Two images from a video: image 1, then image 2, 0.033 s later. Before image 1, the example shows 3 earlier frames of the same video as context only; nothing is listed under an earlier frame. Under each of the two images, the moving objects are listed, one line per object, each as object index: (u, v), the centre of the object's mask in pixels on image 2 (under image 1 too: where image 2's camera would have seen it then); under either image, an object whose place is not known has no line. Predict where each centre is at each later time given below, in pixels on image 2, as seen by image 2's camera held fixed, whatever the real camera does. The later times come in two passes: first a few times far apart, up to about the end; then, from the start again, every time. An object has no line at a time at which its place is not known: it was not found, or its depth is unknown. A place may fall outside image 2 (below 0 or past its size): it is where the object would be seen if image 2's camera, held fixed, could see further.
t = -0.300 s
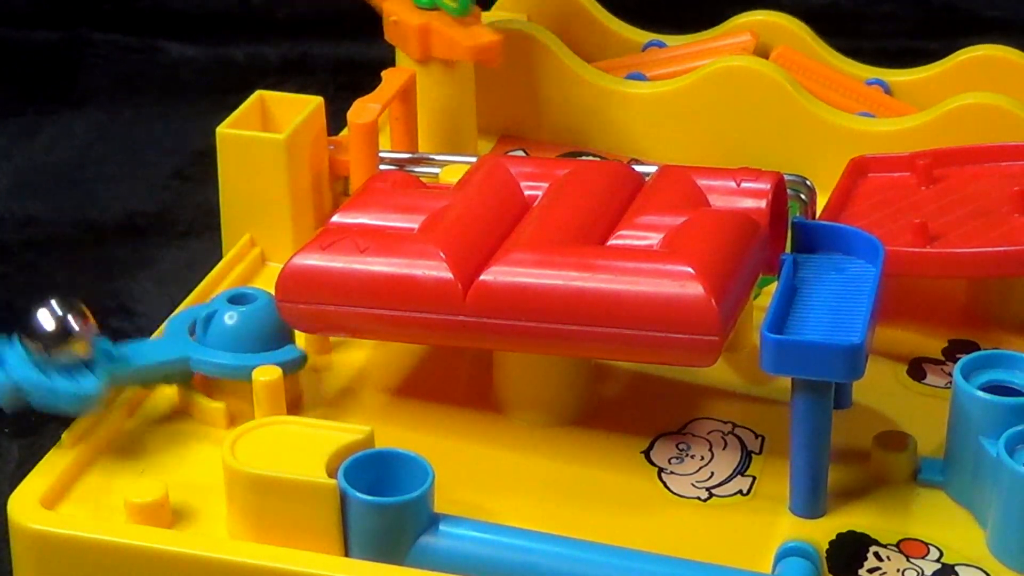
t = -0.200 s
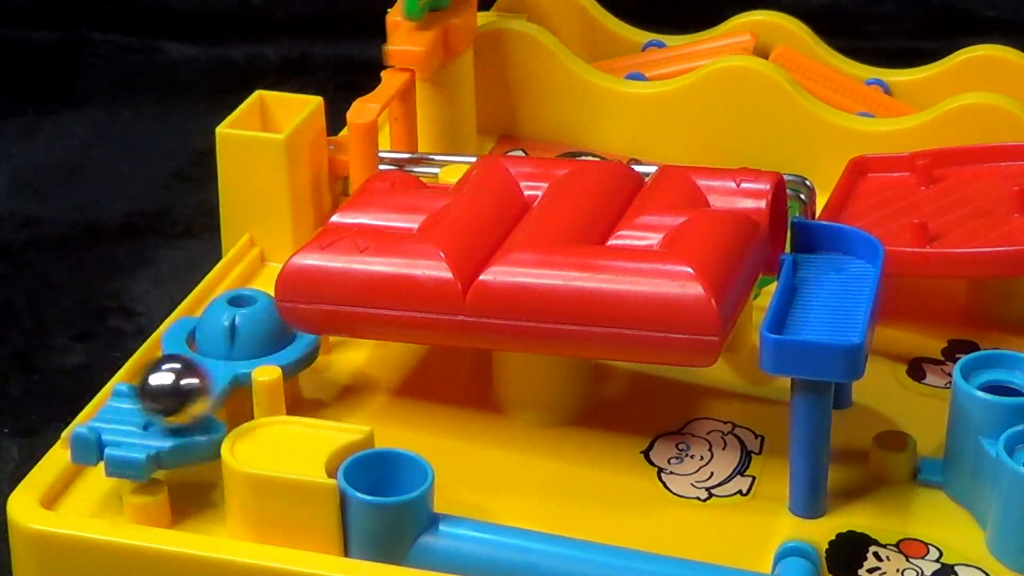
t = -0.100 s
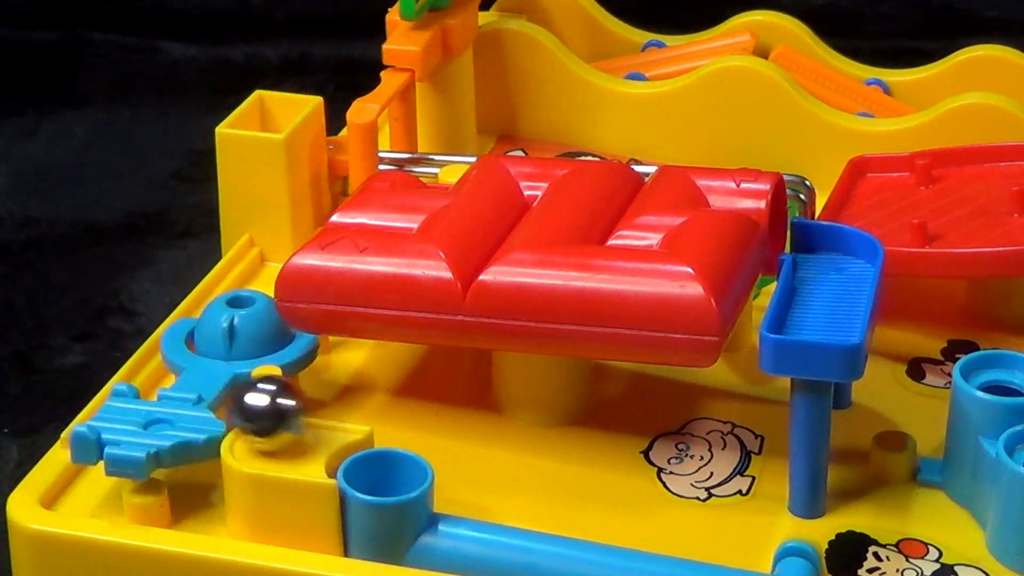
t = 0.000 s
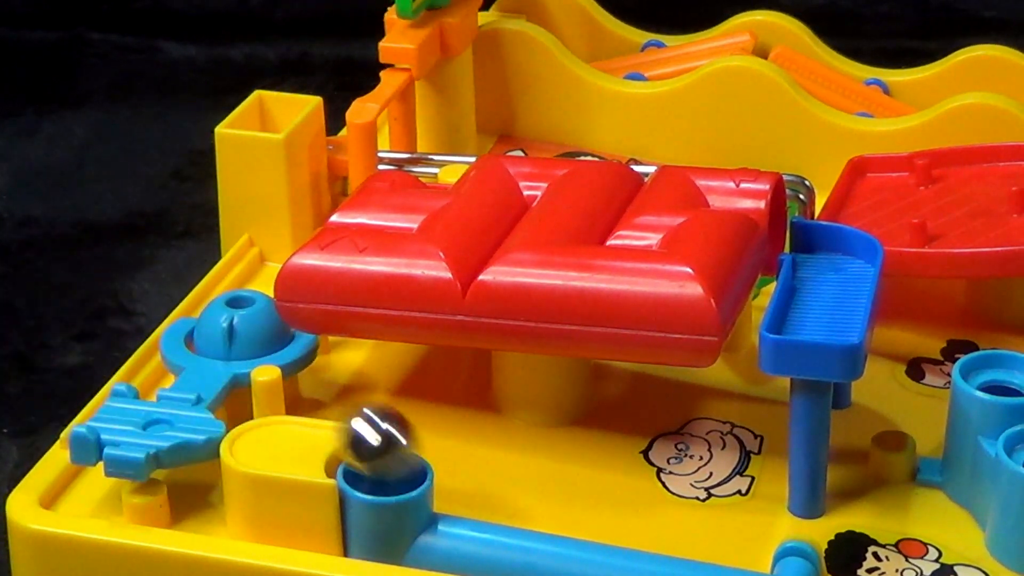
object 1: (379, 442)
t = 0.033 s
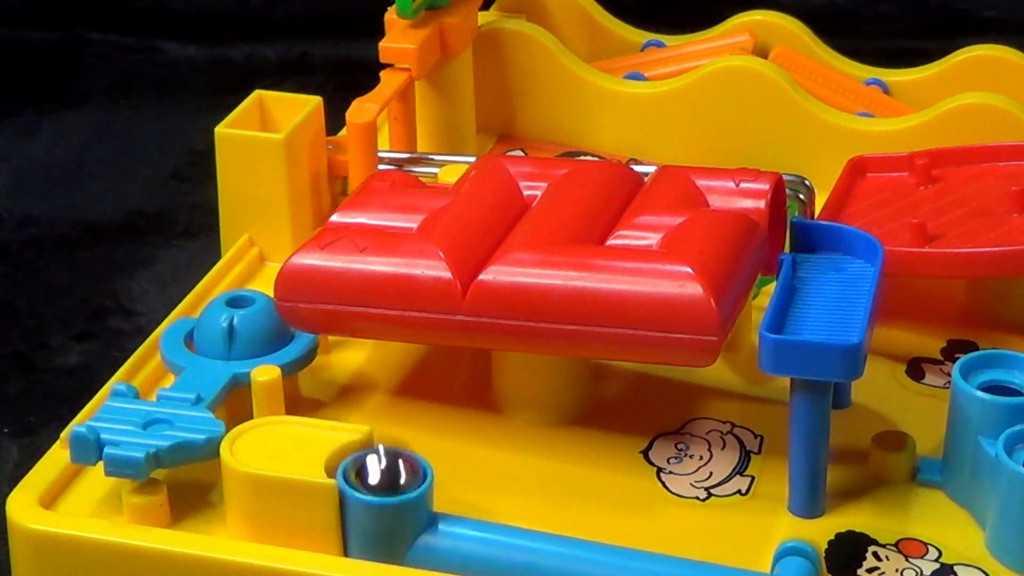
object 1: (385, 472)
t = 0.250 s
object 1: (387, 479)
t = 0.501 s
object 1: (387, 479)
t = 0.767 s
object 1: (387, 479)
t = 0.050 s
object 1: (380, 480)
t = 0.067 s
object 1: (385, 479)
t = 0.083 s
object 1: (386, 477)
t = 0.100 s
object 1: (386, 477)
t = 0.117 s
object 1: (386, 478)
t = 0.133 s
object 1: (386, 479)
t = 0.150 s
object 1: (386, 479)
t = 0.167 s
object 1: (386, 478)
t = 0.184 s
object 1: (387, 478)
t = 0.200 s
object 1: (386, 478)
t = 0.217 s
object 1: (386, 478)
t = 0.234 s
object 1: (386, 478)
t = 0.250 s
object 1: (387, 479)
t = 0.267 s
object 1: (387, 479)
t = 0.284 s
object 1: (387, 479)
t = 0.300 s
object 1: (387, 478)
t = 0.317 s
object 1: (387, 479)
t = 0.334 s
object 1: (387, 479)
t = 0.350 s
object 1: (387, 479)
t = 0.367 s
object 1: (387, 479)
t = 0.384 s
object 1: (387, 478)
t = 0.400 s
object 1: (387, 479)
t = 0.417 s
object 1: (387, 479)
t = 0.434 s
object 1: (387, 479)
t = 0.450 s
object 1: (387, 479)
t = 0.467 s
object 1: (387, 478)
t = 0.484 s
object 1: (387, 479)
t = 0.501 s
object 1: (387, 479)
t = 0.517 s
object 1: (387, 478)
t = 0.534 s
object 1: (387, 478)
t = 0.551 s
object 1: (387, 478)
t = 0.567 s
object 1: (387, 479)
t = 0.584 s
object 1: (387, 479)
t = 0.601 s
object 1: (387, 479)
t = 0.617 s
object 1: (387, 479)
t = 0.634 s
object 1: (387, 479)
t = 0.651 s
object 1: (387, 479)
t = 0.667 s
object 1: (387, 479)
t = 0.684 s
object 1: (387, 479)
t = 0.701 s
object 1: (387, 479)
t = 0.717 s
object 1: (387, 479)
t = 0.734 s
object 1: (387, 479)
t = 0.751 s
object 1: (387, 479)
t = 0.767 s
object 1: (387, 479)
